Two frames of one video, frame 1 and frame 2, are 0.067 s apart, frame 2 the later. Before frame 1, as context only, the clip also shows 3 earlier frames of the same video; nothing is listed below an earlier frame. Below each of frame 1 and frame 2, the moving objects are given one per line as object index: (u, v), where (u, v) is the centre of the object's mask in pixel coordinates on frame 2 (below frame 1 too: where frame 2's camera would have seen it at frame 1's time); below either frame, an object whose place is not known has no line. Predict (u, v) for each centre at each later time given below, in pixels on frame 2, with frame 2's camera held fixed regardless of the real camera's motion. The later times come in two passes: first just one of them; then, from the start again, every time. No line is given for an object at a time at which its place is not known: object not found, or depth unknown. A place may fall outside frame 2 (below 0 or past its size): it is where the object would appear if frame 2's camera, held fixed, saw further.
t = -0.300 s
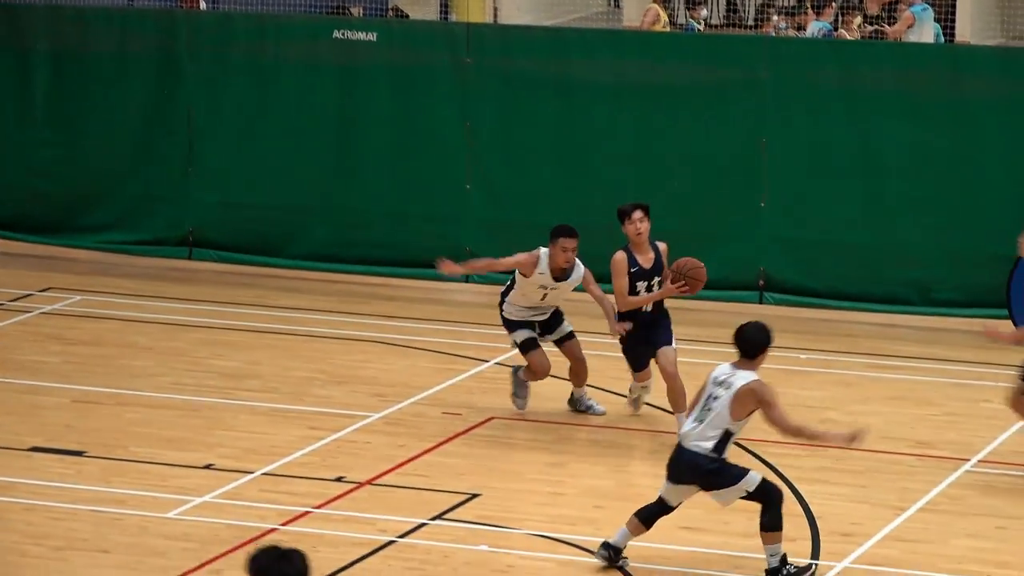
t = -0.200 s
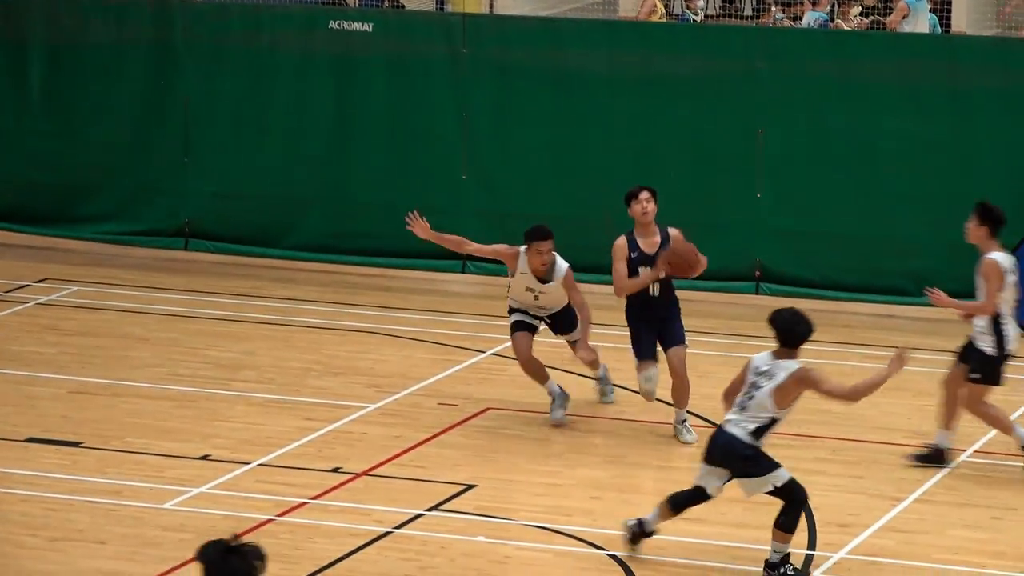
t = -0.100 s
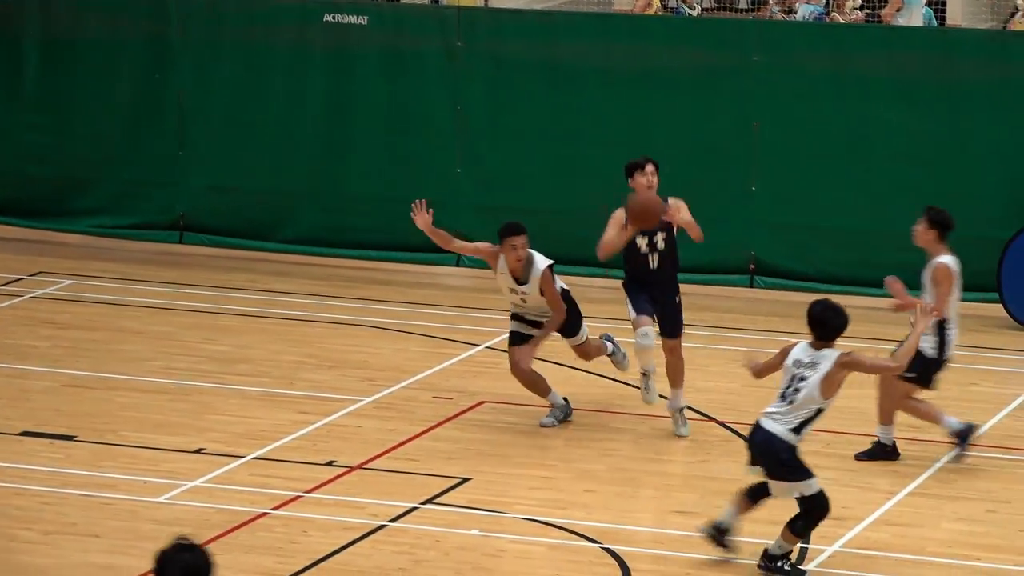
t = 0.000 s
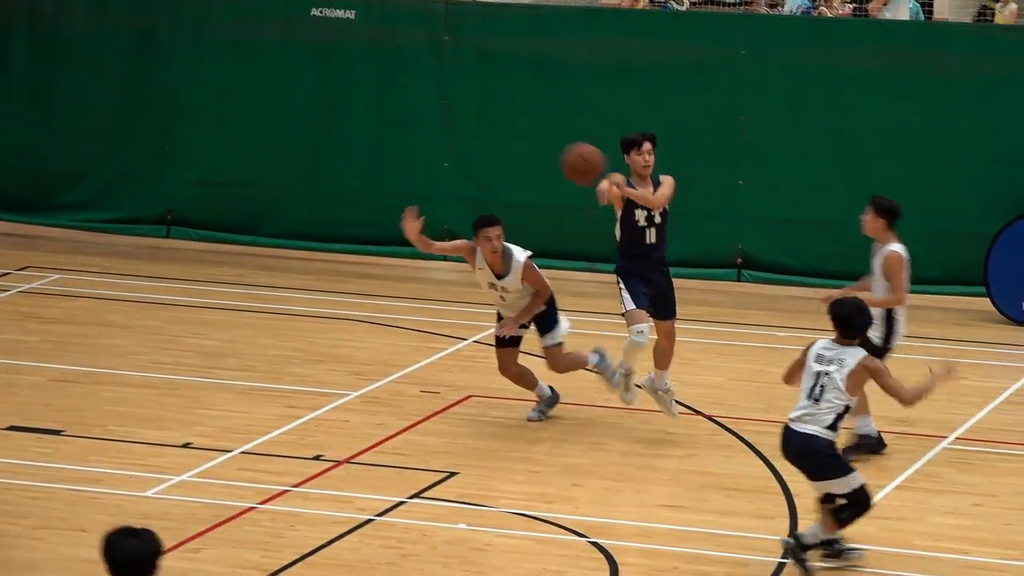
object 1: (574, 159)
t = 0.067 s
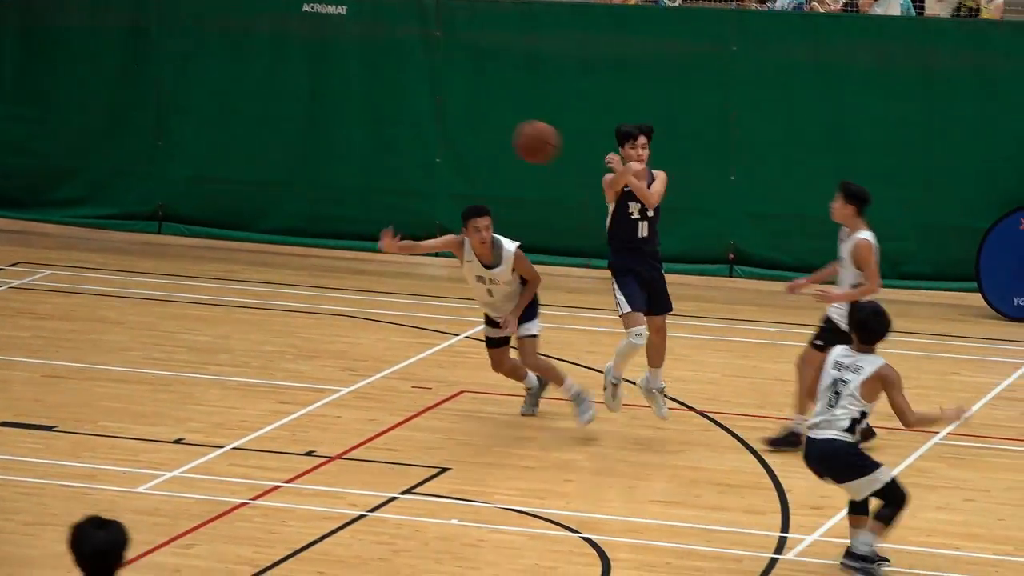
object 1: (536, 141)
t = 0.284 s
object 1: (386, 129)
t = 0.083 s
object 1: (526, 138)
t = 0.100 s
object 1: (515, 135)
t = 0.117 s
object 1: (504, 132)
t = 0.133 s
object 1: (494, 130)
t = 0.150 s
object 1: (482, 128)
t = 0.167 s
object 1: (471, 126)
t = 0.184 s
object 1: (459, 125)
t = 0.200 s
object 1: (447, 125)
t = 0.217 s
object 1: (436, 124)
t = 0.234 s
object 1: (423, 125)
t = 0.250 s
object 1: (411, 126)
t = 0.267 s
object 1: (399, 127)
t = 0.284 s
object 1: (386, 129)
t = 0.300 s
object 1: (372, 131)
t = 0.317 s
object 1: (360, 134)
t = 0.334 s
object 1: (345, 138)
